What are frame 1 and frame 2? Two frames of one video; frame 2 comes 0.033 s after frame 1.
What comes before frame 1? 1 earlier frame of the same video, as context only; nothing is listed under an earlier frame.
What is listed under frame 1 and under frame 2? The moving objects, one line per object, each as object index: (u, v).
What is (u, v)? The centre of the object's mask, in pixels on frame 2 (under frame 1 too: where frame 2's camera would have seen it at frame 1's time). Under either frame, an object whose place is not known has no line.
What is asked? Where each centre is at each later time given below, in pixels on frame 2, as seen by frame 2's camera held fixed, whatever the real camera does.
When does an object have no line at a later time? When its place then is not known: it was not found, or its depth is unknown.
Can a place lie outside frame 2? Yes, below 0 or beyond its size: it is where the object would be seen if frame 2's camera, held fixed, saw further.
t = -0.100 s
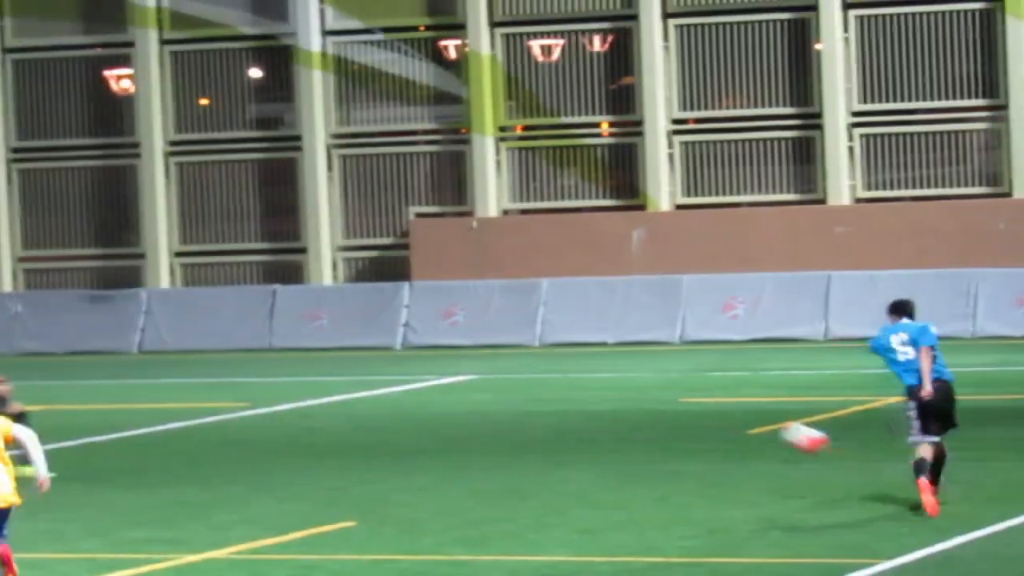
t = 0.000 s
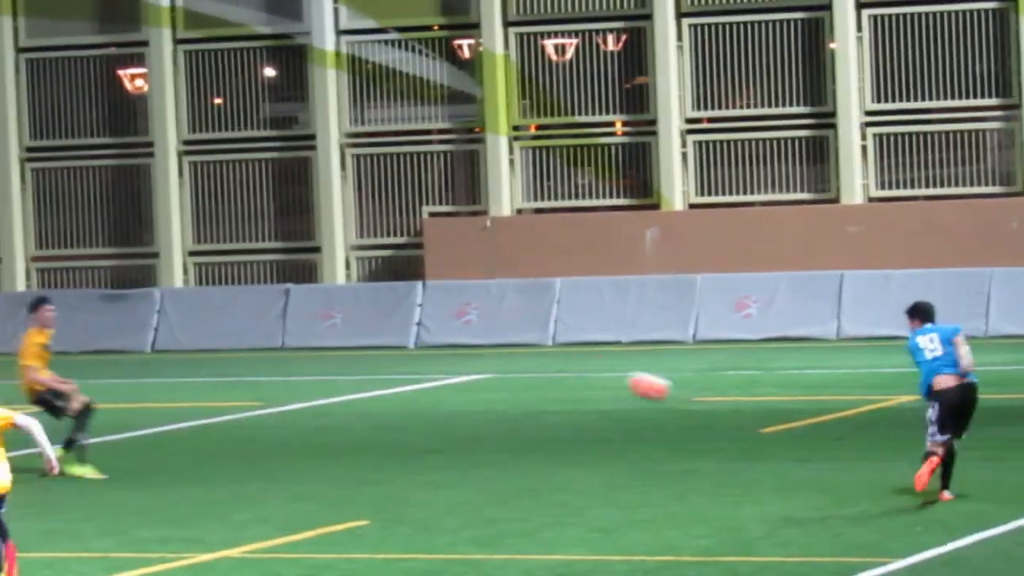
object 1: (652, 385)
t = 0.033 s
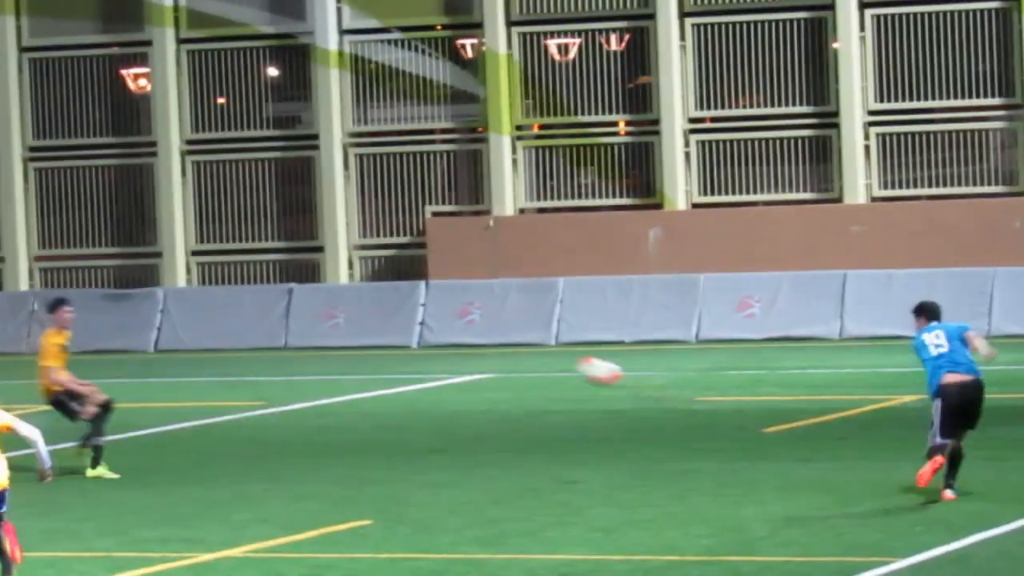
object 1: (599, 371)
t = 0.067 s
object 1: (546, 358)
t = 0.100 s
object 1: (496, 346)
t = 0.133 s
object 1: (446, 336)
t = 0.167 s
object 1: (399, 327)
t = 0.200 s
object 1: (350, 319)
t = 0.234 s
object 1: (307, 313)
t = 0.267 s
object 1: (265, 307)
